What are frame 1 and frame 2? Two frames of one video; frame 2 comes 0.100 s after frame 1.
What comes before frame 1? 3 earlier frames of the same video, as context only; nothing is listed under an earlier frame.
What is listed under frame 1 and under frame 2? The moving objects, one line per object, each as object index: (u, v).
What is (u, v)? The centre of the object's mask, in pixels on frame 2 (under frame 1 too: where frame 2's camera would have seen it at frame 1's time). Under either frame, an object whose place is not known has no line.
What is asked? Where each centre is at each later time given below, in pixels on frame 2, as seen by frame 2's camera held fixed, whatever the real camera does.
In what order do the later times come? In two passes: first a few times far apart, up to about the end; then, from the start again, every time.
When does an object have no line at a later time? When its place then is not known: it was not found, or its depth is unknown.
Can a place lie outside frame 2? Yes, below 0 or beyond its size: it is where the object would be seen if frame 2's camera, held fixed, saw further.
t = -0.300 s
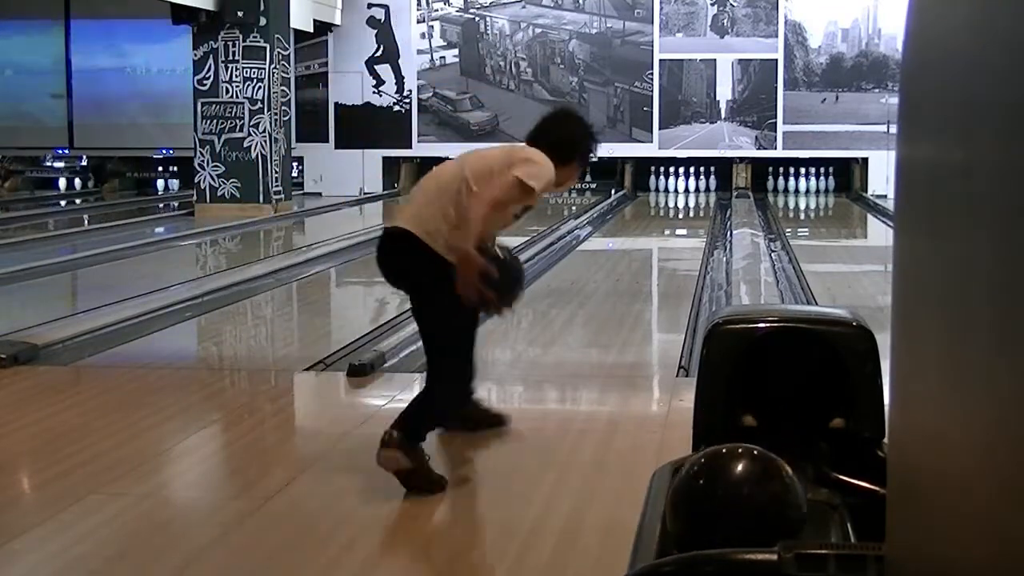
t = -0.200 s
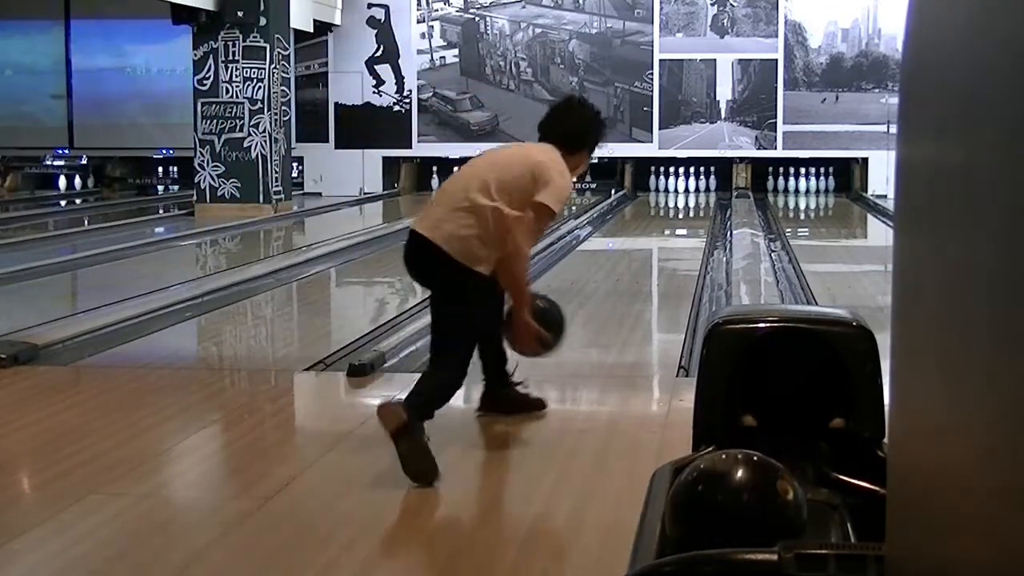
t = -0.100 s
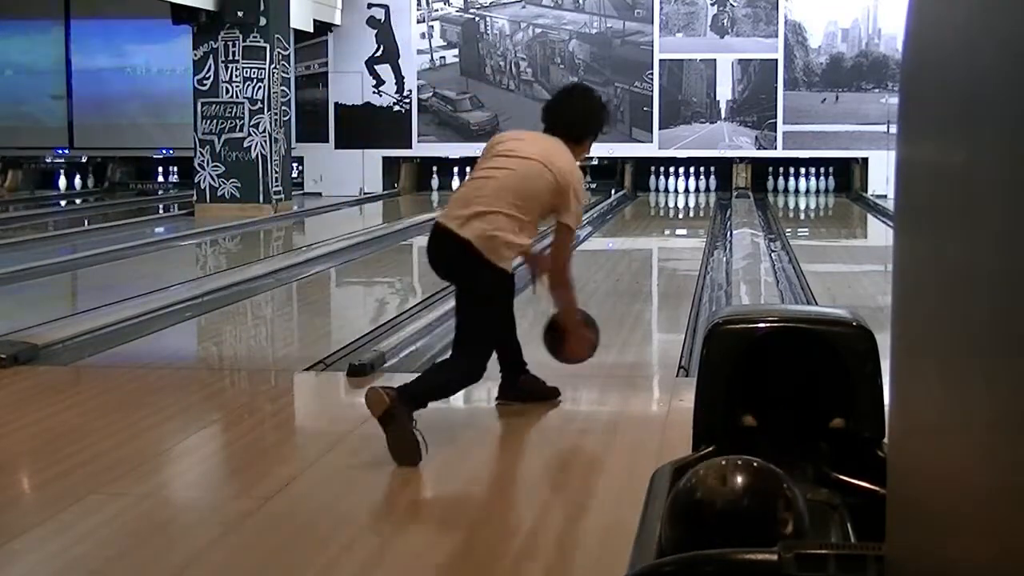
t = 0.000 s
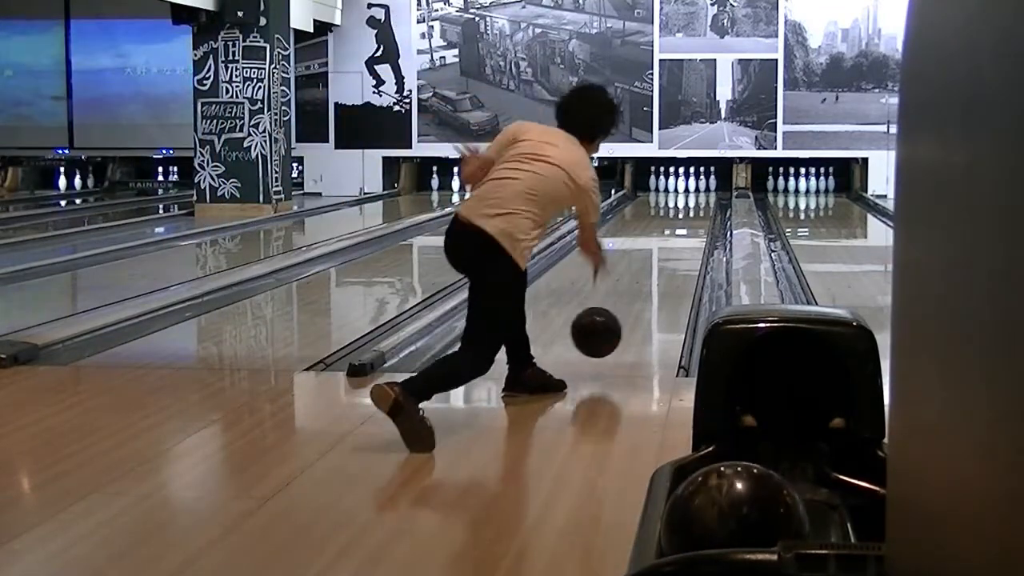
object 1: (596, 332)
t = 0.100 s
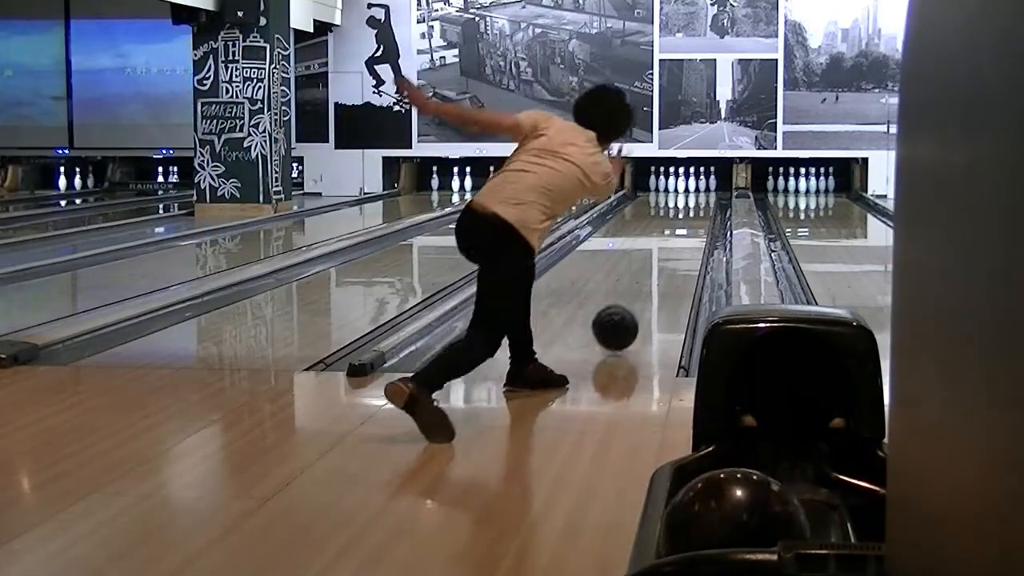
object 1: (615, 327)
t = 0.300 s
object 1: (643, 298)
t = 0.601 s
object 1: (671, 266)
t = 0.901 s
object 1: (688, 243)
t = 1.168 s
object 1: (698, 230)
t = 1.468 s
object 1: (702, 217)
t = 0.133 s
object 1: (621, 322)
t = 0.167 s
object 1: (626, 318)
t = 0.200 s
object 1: (631, 312)
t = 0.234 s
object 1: (635, 307)
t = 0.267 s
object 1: (640, 302)
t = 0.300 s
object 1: (643, 298)
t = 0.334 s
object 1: (647, 293)
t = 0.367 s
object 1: (651, 289)
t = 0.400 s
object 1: (654, 285)
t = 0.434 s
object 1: (658, 281)
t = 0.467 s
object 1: (661, 278)
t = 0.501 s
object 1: (663, 275)
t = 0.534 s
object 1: (666, 271)
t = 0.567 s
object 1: (669, 268)
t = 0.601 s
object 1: (671, 266)
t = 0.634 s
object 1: (674, 263)
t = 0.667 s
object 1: (676, 260)
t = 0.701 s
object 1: (678, 257)
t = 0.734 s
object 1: (680, 255)
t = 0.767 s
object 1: (682, 252)
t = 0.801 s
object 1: (683, 250)
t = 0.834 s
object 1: (685, 248)
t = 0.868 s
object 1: (687, 245)
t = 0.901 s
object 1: (688, 243)
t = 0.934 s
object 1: (690, 241)
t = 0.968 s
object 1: (691, 239)
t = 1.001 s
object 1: (692, 237)
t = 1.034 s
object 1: (694, 236)
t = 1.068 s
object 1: (695, 234)
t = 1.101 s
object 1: (696, 232)
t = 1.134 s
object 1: (697, 231)
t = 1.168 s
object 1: (698, 230)
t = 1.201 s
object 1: (698, 228)
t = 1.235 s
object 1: (699, 227)
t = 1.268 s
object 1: (700, 226)
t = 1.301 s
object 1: (700, 225)
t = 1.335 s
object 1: (701, 223)
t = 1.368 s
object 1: (701, 221)
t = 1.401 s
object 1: (701, 220)
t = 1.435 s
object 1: (702, 218)
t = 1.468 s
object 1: (702, 217)
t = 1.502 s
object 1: (703, 216)
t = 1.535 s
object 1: (703, 215)
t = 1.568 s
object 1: (703, 214)
